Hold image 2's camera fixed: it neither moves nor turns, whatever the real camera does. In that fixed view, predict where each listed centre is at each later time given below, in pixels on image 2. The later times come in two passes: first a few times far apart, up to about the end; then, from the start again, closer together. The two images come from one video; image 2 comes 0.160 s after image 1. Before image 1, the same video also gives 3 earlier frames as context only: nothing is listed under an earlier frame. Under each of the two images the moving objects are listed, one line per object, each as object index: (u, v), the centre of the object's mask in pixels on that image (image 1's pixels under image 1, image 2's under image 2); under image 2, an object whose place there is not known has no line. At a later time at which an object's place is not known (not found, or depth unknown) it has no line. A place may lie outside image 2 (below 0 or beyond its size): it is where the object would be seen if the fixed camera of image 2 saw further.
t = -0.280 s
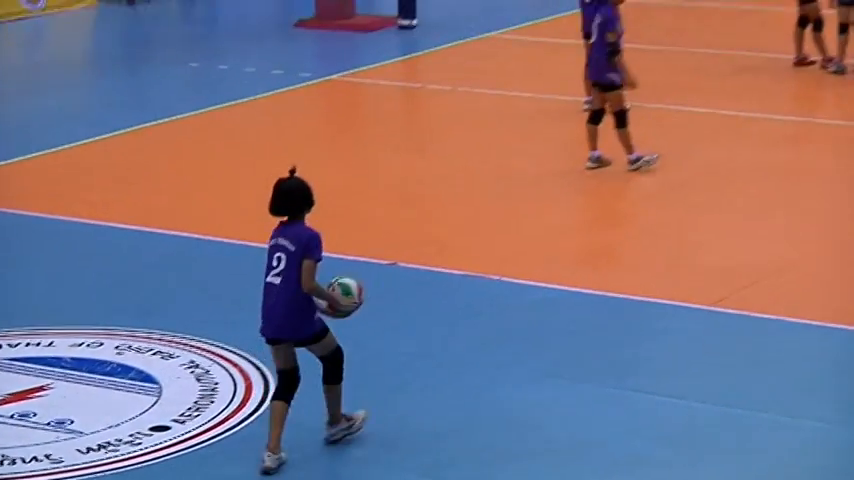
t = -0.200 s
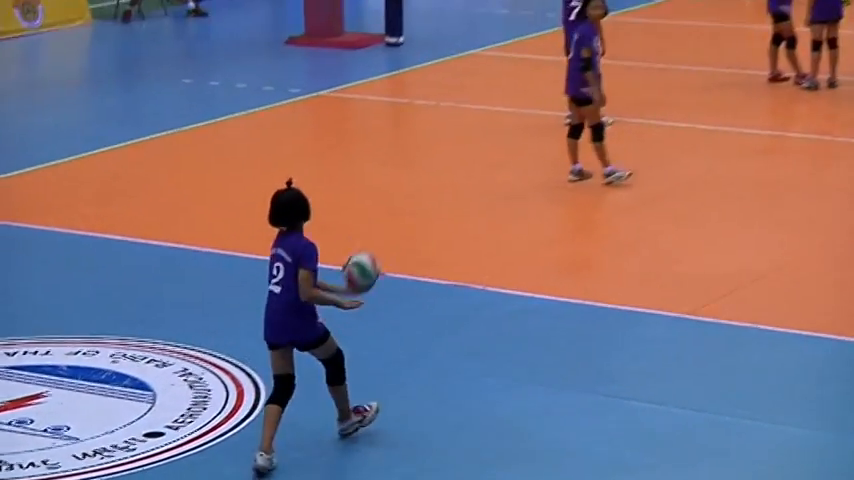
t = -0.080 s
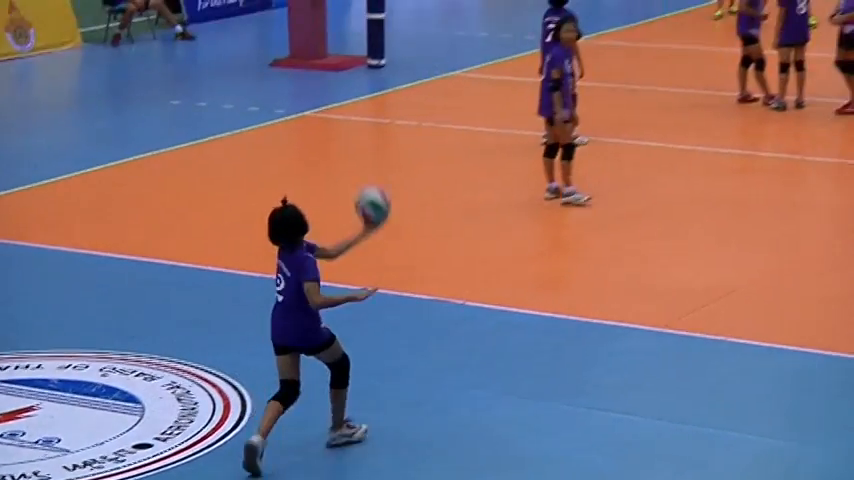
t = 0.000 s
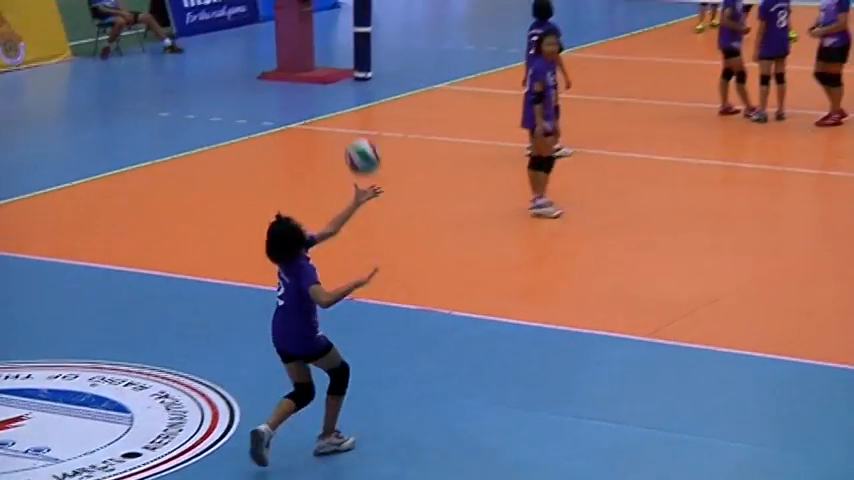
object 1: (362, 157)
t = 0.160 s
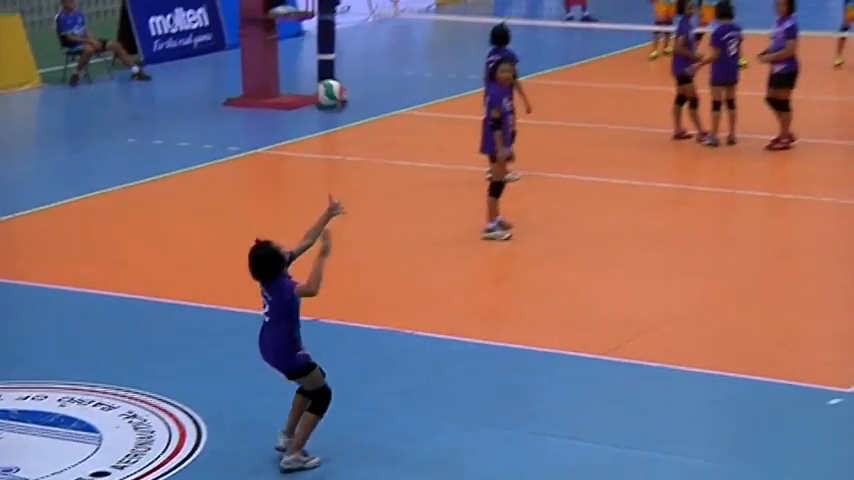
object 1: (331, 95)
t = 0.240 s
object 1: (332, 72)
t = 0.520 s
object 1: (340, 64)
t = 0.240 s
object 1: (332, 72)
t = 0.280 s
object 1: (333, 63)
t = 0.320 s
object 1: (334, 57)
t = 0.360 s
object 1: (335, 53)
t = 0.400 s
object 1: (337, 52)
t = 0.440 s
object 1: (338, 53)
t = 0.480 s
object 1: (339, 57)
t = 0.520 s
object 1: (340, 64)
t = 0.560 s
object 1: (342, 72)
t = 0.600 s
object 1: (345, 83)
